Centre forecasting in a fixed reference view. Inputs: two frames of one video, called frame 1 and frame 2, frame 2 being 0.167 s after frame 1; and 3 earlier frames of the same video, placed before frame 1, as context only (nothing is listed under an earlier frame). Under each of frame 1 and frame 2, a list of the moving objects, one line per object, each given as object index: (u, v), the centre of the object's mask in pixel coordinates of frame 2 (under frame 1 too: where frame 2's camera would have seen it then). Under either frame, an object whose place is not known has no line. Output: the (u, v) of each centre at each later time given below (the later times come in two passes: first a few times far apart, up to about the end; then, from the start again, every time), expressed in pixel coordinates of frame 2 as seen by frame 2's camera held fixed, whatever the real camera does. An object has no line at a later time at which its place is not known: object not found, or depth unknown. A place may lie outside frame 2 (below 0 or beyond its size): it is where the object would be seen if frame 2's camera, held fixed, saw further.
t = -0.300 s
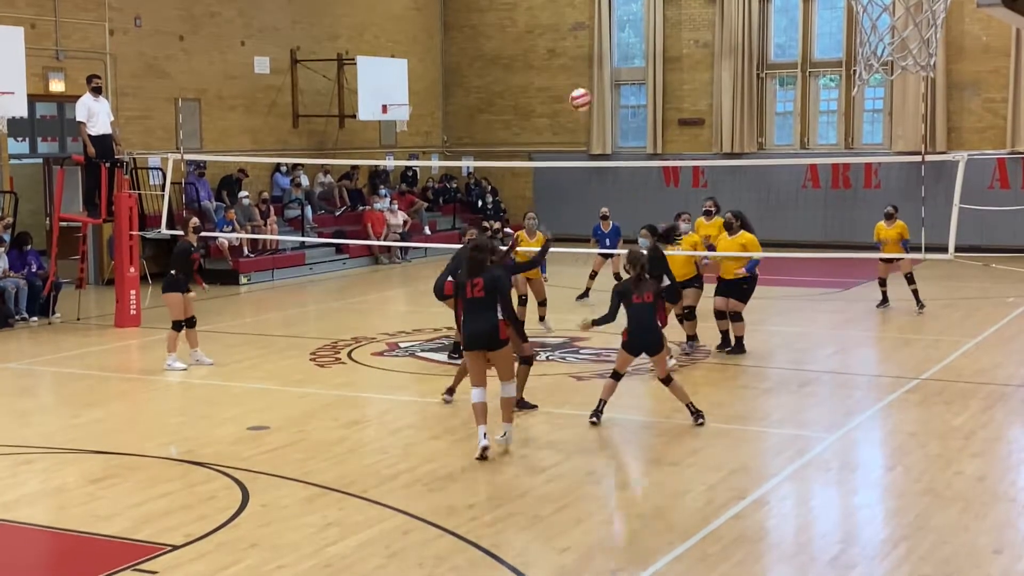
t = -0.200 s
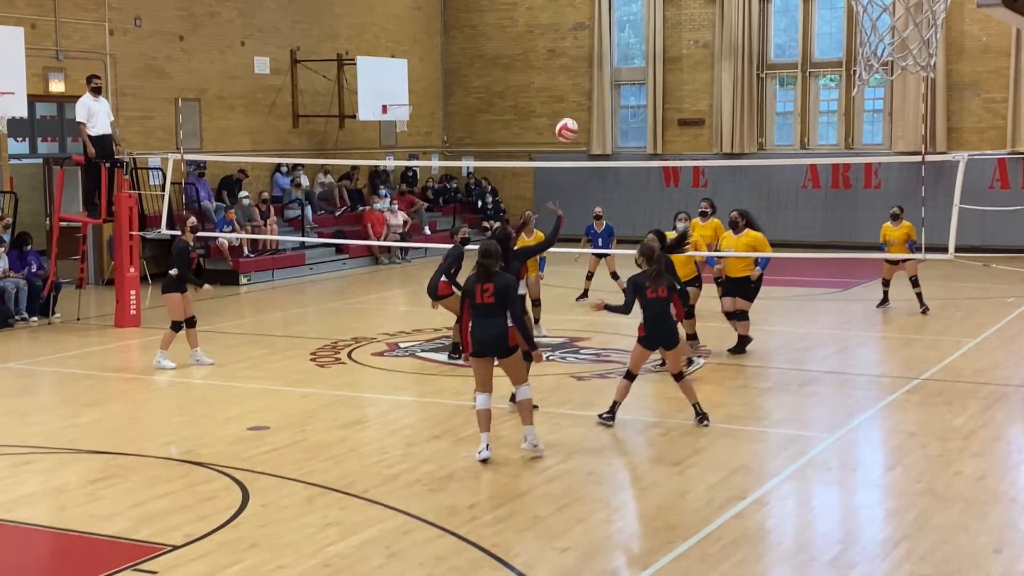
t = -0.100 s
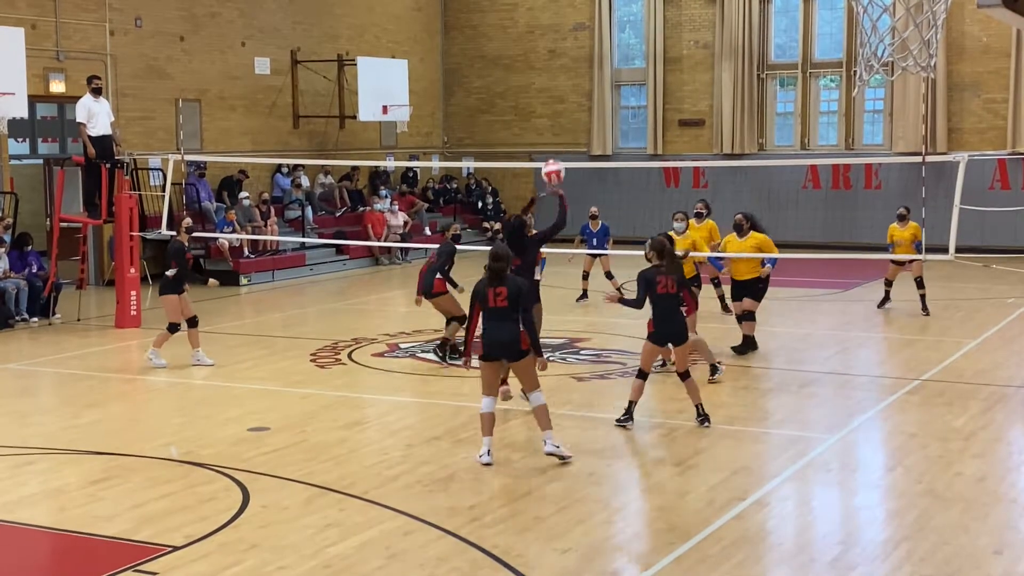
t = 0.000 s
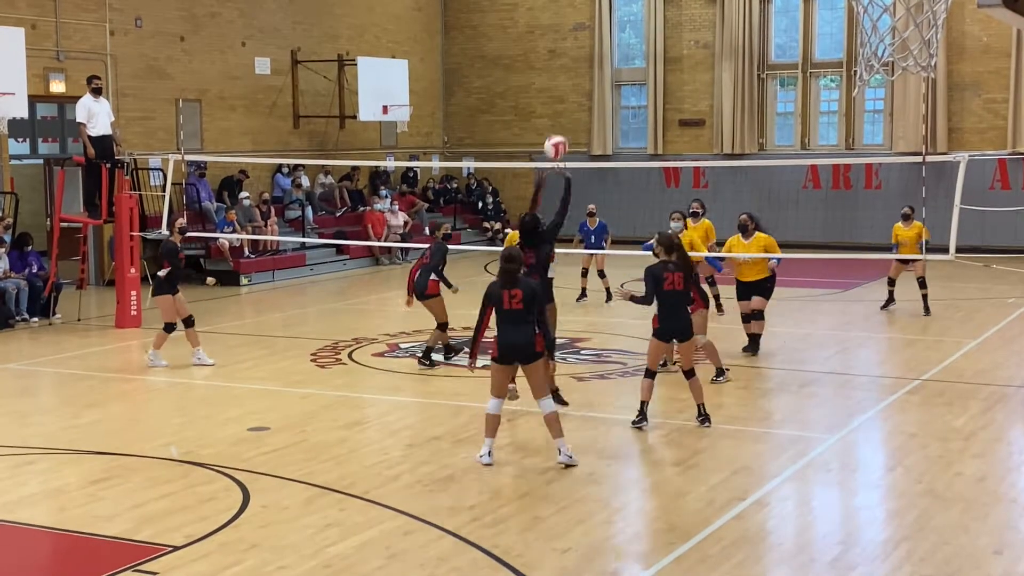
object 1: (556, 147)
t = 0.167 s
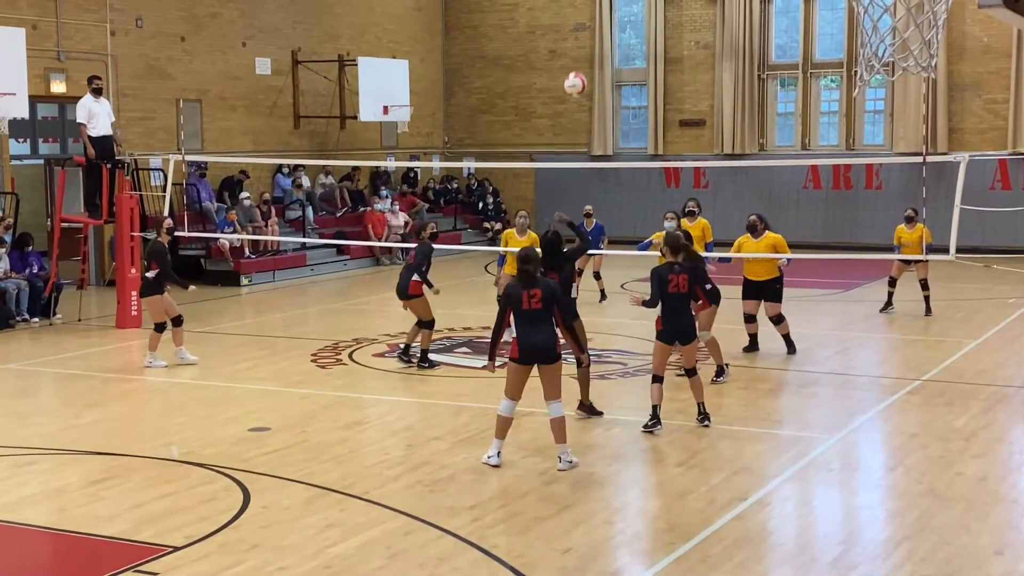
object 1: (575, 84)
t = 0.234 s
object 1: (583, 68)
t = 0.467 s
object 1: (608, 50)
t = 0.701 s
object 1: (632, 90)
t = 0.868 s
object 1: (648, 151)
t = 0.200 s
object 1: (579, 75)
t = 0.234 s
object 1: (583, 68)
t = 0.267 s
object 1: (586, 62)
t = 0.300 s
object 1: (589, 57)
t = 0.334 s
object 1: (594, 53)
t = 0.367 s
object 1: (597, 50)
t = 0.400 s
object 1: (601, 49)
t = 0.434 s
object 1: (604, 49)
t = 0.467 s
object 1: (608, 50)
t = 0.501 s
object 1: (611, 52)
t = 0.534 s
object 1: (615, 56)
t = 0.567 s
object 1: (619, 60)
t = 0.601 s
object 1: (622, 66)
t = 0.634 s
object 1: (626, 73)
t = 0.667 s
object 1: (629, 81)
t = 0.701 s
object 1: (632, 90)
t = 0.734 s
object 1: (635, 100)
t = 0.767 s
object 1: (638, 112)
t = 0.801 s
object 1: (641, 124)
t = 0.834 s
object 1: (645, 136)
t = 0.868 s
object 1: (648, 151)
